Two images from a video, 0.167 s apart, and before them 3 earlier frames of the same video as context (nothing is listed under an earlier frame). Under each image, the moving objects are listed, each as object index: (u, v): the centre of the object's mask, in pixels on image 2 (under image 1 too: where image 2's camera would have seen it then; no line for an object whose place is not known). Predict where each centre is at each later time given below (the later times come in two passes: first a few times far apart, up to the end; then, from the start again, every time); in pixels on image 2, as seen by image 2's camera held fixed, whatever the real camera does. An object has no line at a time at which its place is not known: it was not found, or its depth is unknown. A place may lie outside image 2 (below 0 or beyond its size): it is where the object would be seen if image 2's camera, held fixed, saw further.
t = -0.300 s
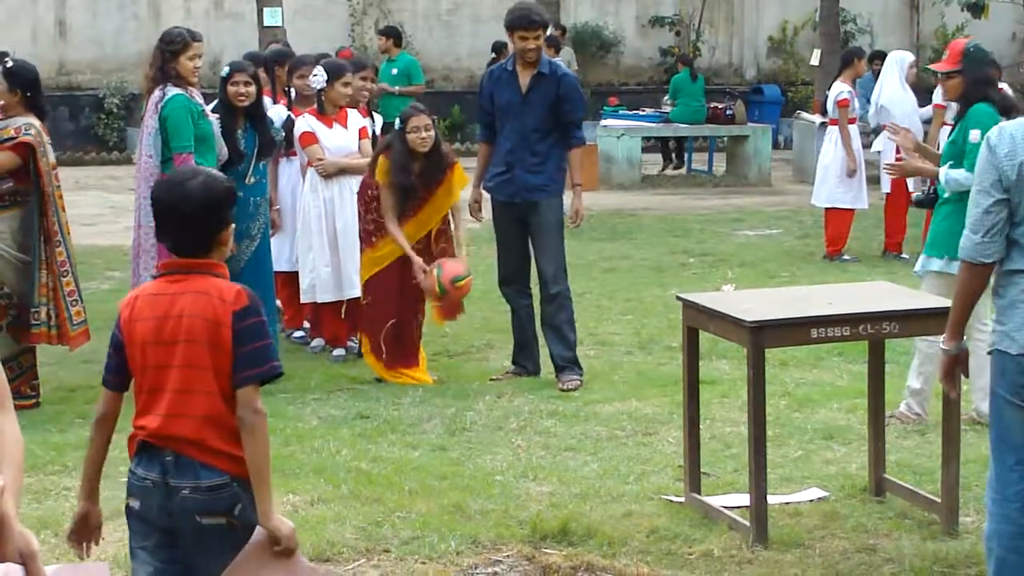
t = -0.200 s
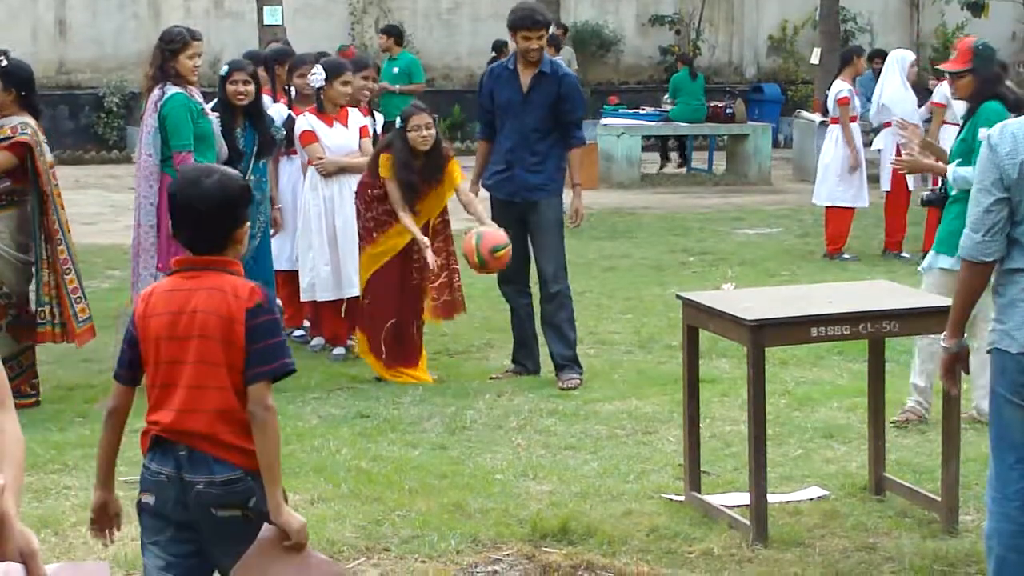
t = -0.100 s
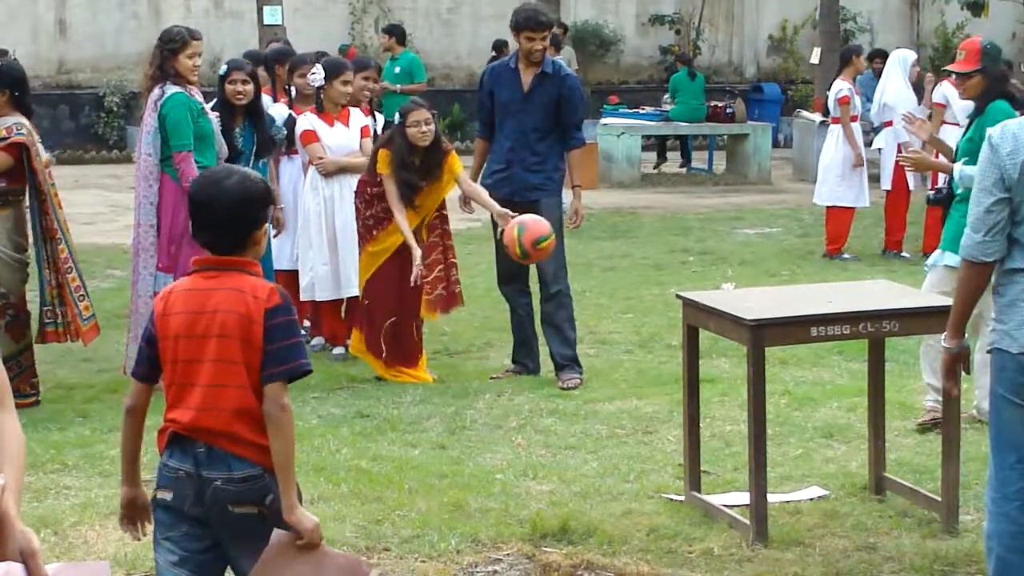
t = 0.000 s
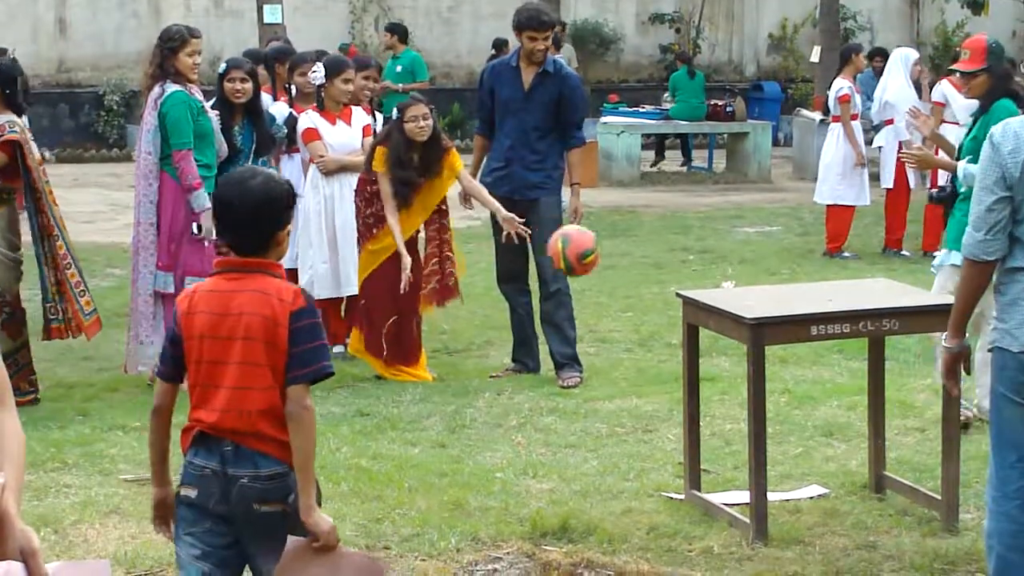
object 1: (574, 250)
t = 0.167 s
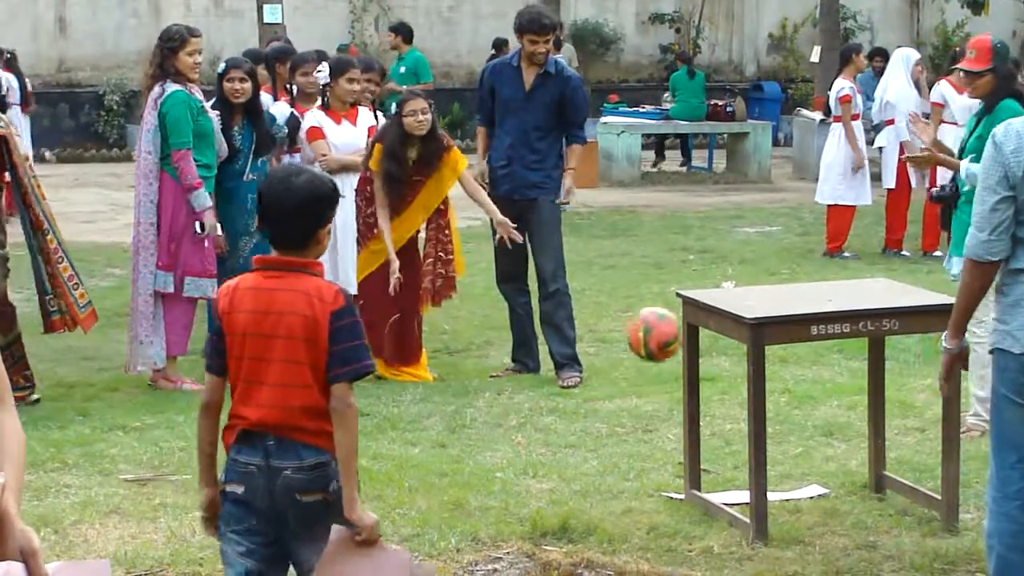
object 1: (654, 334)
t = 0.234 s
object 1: (685, 390)
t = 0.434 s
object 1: (782, 417)
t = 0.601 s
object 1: (834, 422)
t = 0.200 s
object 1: (665, 361)
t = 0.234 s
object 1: (685, 390)
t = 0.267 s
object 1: (715, 424)
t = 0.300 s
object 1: (725, 463)
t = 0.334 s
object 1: (730, 457)
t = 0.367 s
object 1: (744, 442)
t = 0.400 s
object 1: (766, 427)
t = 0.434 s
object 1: (782, 417)
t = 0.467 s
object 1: (789, 412)
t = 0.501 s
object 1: (798, 411)
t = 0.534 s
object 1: (810, 411)
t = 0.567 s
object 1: (822, 415)
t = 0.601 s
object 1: (834, 422)
